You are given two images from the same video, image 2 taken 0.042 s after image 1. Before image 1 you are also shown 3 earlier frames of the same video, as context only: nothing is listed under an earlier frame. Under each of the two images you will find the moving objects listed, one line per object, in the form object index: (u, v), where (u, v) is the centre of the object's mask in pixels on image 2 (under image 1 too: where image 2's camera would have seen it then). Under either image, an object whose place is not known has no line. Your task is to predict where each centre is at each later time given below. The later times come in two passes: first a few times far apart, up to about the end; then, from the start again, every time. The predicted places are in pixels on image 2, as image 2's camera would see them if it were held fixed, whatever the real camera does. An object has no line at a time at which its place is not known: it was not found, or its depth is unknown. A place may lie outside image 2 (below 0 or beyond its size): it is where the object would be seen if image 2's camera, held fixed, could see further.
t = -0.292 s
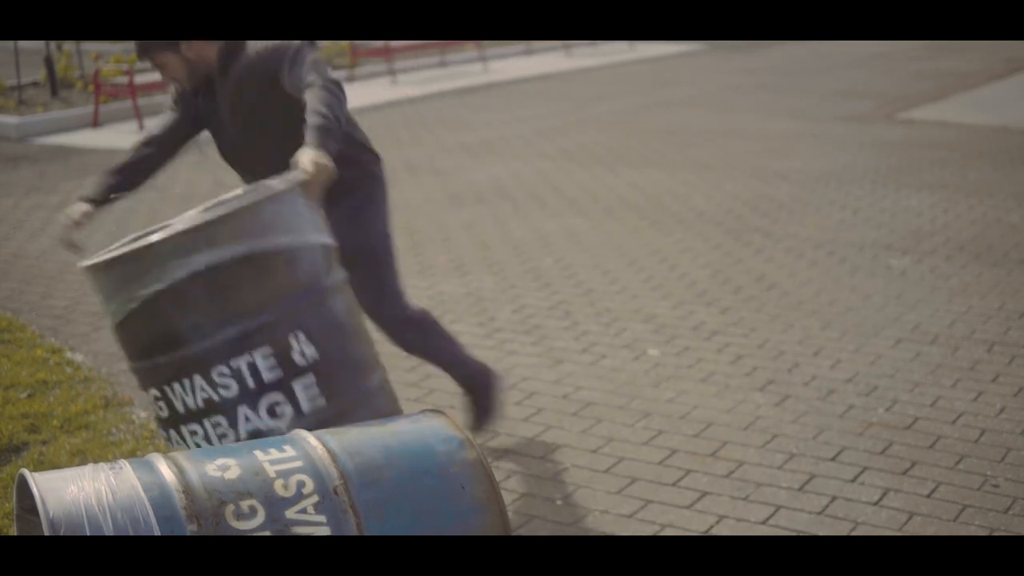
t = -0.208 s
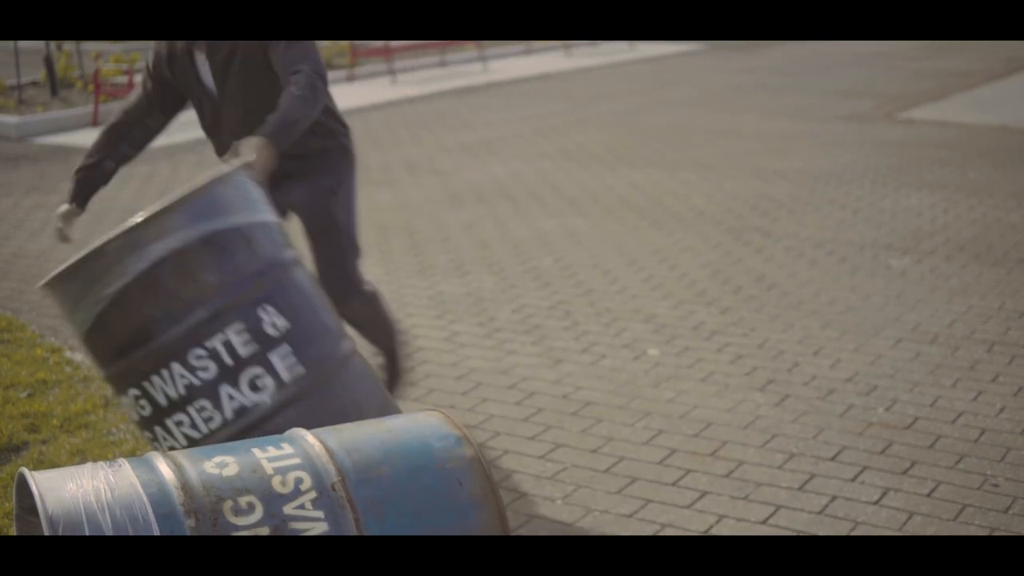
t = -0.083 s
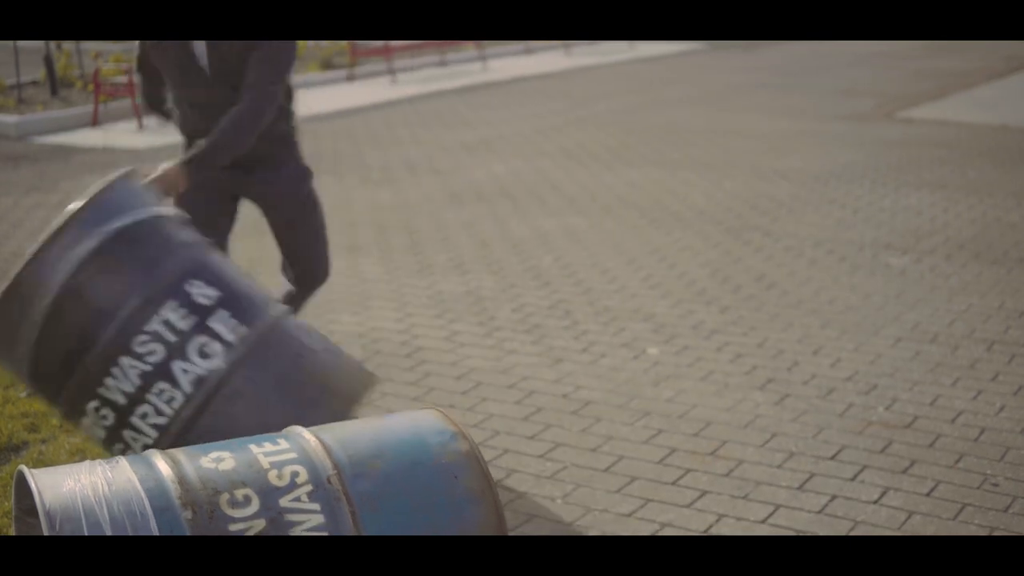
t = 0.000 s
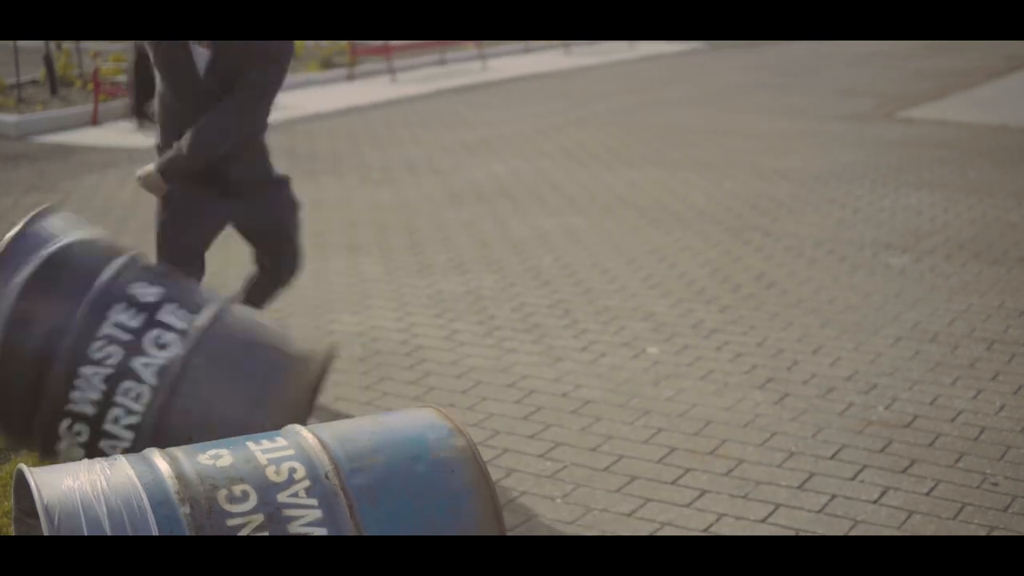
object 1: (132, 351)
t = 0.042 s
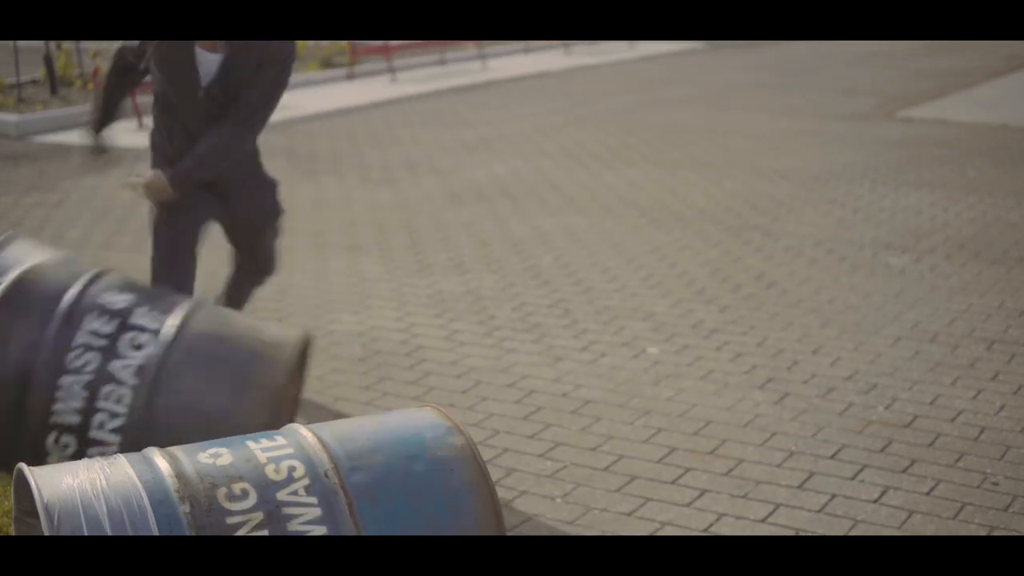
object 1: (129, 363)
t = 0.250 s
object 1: (129, 376)
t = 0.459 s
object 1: (132, 377)
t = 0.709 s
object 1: (126, 373)
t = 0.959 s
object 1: (123, 367)
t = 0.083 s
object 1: (125, 377)
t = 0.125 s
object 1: (124, 389)
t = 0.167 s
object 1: (125, 385)
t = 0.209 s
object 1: (128, 378)
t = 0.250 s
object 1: (129, 376)
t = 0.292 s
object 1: (131, 373)
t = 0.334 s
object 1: (132, 372)
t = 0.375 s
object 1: (132, 372)
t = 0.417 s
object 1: (133, 374)
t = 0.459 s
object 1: (132, 377)
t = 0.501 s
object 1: (132, 377)
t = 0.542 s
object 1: (131, 375)
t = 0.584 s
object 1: (129, 375)
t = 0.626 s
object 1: (128, 375)
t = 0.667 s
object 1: (127, 374)
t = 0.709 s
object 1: (126, 373)
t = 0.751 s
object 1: (125, 372)
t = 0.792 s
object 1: (124, 371)
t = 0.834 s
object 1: (123, 370)
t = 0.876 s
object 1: (122, 369)
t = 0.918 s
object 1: (123, 368)
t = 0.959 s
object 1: (123, 367)
